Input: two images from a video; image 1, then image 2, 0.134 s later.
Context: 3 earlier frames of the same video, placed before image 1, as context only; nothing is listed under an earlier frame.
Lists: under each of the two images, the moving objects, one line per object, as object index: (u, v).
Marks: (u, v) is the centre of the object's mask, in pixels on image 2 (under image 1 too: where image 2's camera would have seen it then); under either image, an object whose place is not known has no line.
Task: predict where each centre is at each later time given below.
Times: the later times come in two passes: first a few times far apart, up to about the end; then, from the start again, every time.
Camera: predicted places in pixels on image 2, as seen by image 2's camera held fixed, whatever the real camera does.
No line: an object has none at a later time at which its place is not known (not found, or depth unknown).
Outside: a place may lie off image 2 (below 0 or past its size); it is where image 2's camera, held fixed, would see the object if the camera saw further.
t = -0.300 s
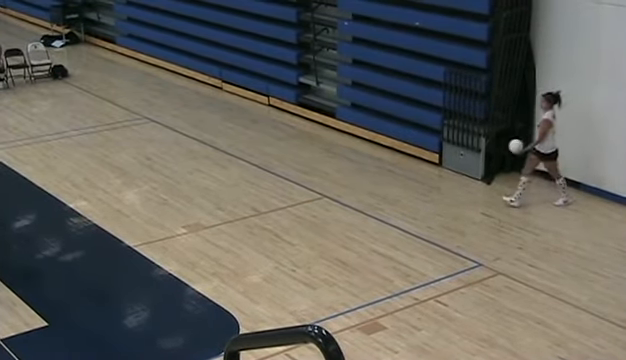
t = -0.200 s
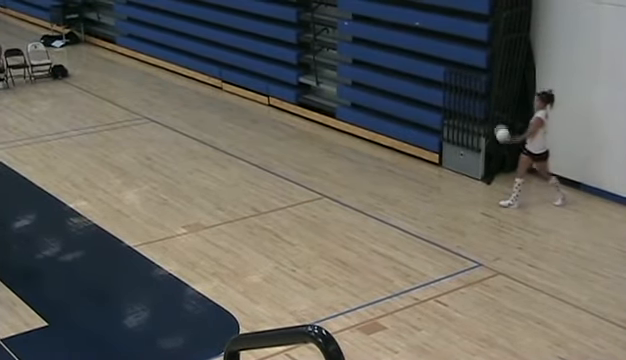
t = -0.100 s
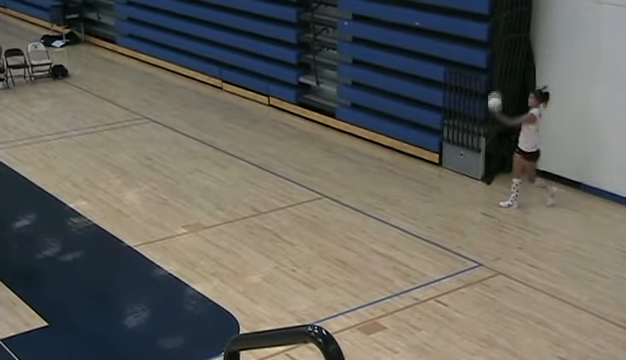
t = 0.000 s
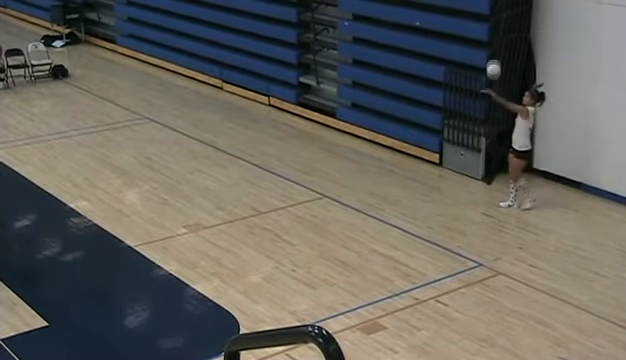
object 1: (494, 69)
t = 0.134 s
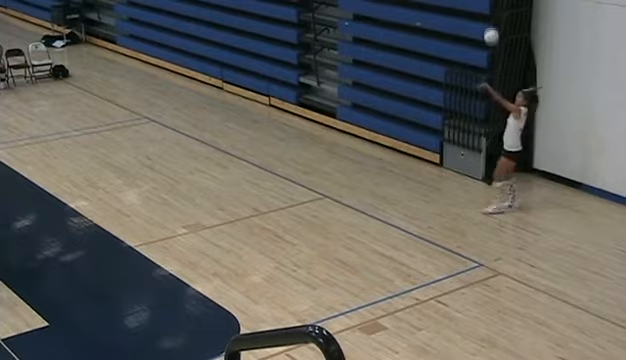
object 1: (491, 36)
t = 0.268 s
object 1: (487, 15)
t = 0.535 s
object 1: (478, 10)
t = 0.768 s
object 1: (468, 46)
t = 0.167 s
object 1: (490, 29)
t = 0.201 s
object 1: (489, 24)
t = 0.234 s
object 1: (488, 19)
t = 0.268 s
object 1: (487, 15)
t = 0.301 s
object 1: (486, 11)
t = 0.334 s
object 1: (485, 9)
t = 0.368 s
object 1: (484, 7)
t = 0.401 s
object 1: (483, 7)
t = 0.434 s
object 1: (482, 6)
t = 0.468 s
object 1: (481, 7)
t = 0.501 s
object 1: (479, 8)
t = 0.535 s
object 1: (478, 10)
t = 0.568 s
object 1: (476, 13)
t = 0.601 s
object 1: (475, 16)
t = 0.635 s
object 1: (474, 21)
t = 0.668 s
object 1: (472, 26)
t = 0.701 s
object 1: (471, 32)
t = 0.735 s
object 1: (469, 38)
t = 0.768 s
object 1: (468, 46)
